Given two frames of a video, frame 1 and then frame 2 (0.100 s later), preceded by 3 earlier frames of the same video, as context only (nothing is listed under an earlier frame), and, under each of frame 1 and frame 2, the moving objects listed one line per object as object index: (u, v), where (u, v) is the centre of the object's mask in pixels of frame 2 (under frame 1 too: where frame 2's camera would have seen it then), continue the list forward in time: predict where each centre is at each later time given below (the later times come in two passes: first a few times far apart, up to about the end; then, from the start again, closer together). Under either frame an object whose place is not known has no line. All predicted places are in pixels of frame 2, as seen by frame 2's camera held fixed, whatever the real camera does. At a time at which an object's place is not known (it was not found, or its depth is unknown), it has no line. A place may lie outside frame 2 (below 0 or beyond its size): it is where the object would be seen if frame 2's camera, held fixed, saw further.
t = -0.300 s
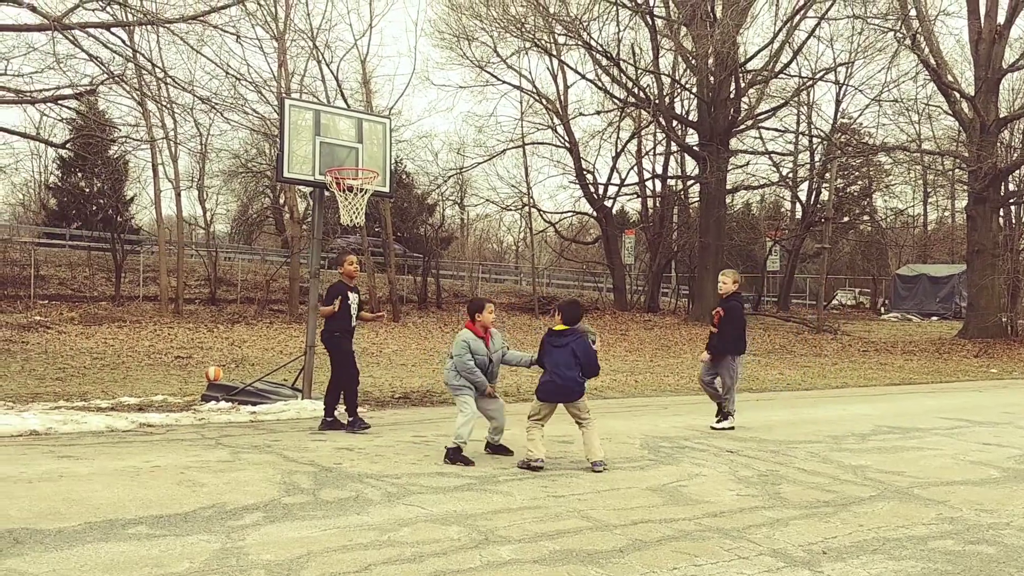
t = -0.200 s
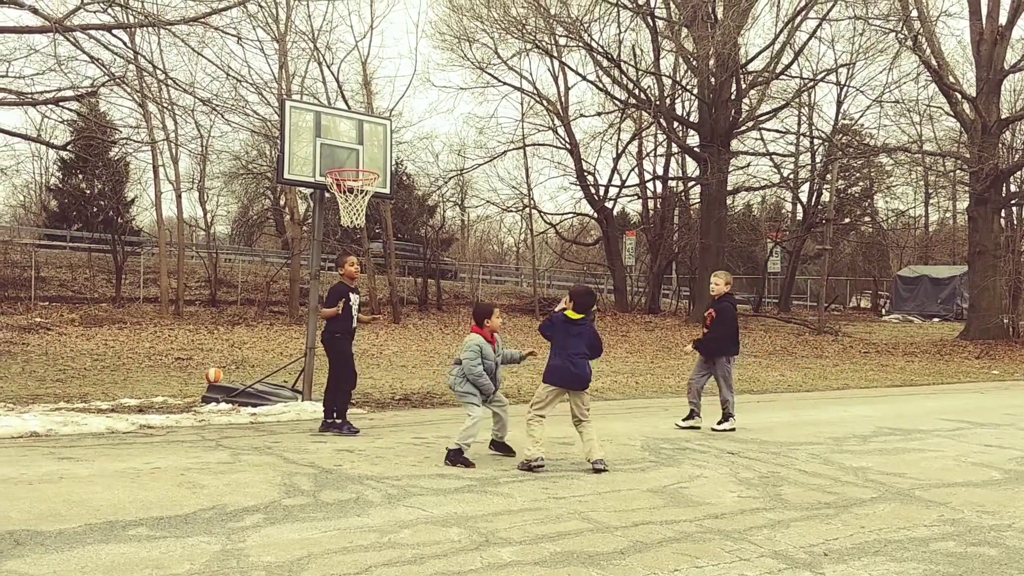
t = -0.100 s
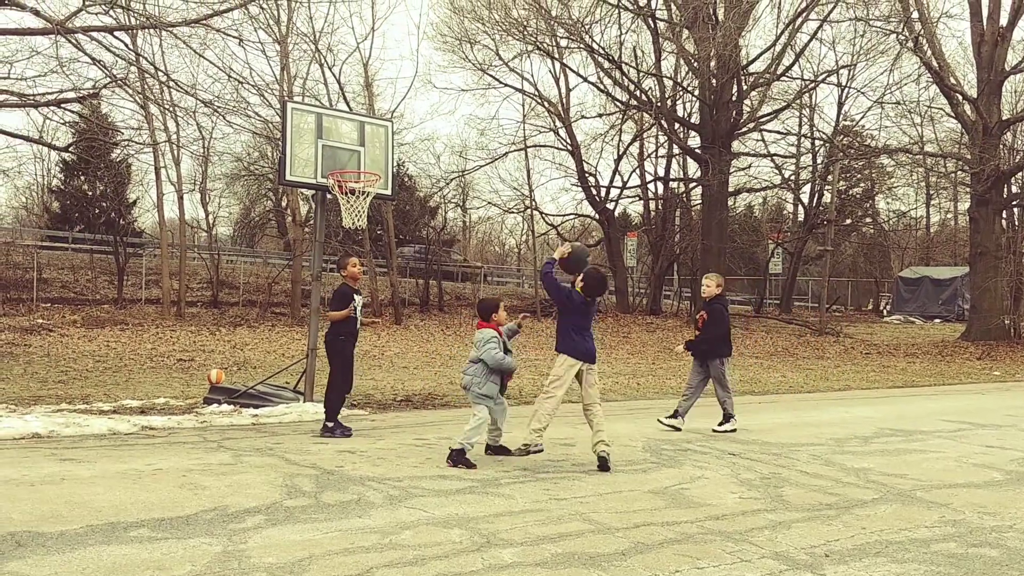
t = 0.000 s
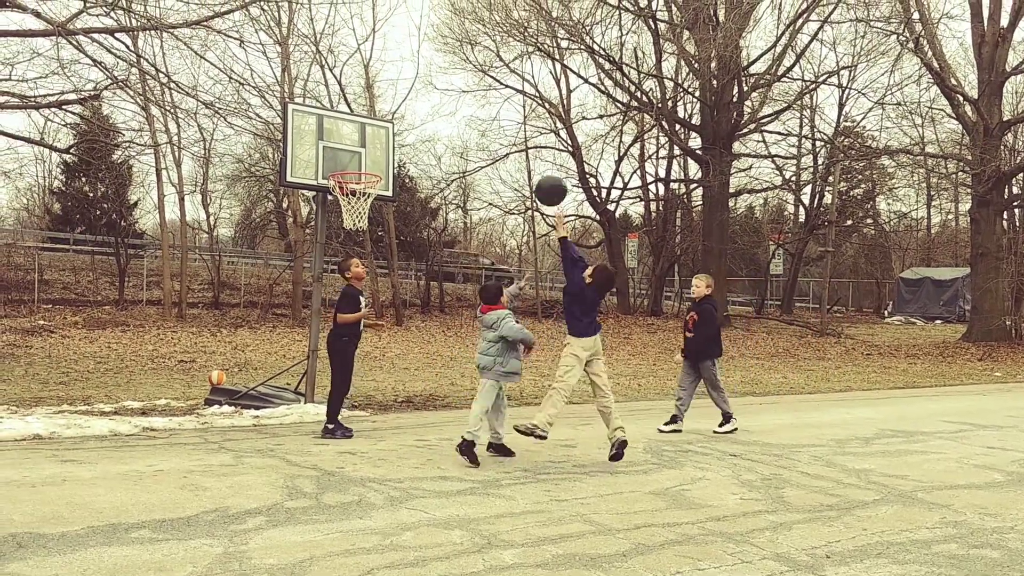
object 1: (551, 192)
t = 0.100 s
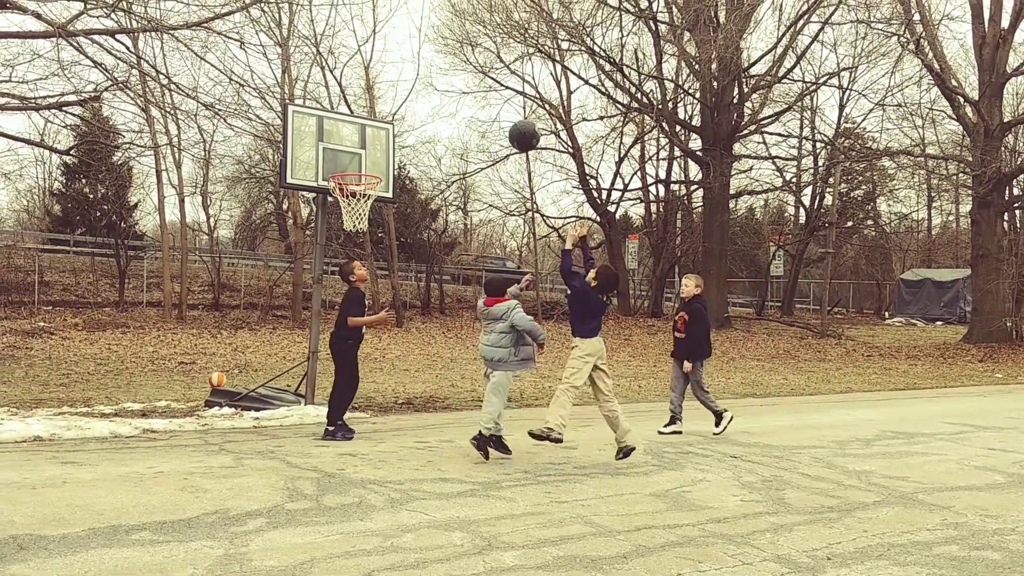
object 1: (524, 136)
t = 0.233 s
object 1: (490, 83)
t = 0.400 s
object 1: (450, 52)
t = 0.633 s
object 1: (397, 65)
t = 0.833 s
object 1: (357, 126)
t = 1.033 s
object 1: (337, 165)
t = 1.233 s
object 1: (351, 157)
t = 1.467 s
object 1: (369, 167)
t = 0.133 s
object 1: (515, 120)
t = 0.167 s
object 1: (507, 106)
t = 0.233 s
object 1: (490, 83)
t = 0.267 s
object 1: (482, 74)
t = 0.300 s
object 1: (474, 66)
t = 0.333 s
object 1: (466, 60)
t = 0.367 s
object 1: (458, 55)
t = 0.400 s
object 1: (450, 52)
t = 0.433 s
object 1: (442, 50)
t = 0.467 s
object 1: (434, 49)
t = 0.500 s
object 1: (427, 50)
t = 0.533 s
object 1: (419, 51)
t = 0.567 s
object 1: (412, 55)
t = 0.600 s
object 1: (405, 60)
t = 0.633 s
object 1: (397, 65)
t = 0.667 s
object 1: (390, 72)
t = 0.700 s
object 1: (384, 81)
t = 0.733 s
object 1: (377, 90)
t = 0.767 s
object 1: (370, 101)
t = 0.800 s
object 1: (363, 113)
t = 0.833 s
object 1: (357, 126)
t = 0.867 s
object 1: (350, 140)
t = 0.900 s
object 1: (344, 155)
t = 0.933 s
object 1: (340, 164)
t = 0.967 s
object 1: (339, 164)
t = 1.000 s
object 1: (338, 164)
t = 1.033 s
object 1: (337, 165)
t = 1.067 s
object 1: (336, 165)
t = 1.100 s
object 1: (336, 165)
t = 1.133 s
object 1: (339, 163)
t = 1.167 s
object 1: (342, 161)
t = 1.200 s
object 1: (347, 158)
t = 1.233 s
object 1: (351, 157)
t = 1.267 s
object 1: (355, 157)
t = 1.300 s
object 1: (359, 159)
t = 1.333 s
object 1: (363, 161)
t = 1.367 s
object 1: (366, 165)
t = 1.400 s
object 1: (370, 170)
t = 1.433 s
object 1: (370, 168)
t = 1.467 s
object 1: (369, 167)
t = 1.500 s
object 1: (368, 167)
